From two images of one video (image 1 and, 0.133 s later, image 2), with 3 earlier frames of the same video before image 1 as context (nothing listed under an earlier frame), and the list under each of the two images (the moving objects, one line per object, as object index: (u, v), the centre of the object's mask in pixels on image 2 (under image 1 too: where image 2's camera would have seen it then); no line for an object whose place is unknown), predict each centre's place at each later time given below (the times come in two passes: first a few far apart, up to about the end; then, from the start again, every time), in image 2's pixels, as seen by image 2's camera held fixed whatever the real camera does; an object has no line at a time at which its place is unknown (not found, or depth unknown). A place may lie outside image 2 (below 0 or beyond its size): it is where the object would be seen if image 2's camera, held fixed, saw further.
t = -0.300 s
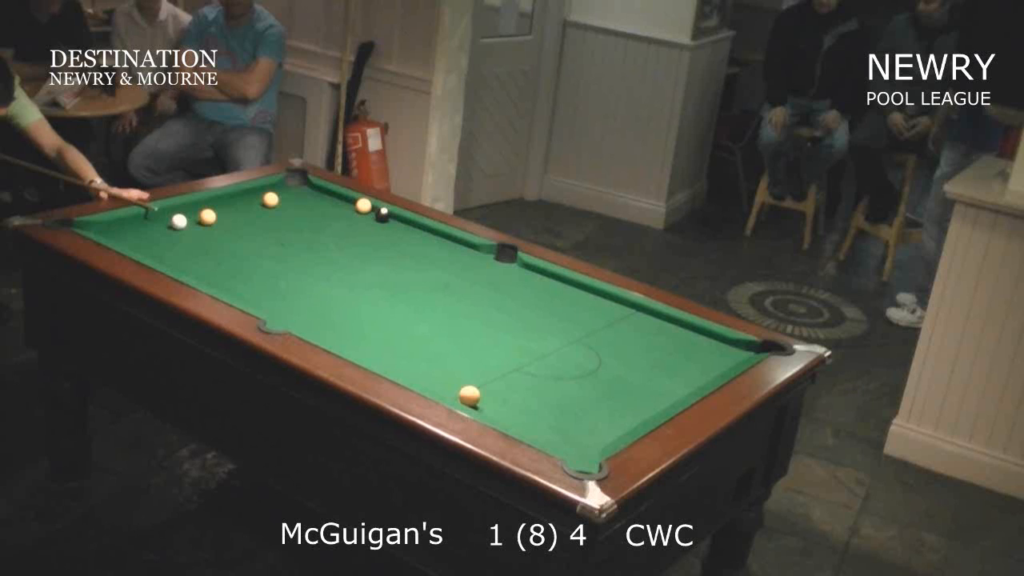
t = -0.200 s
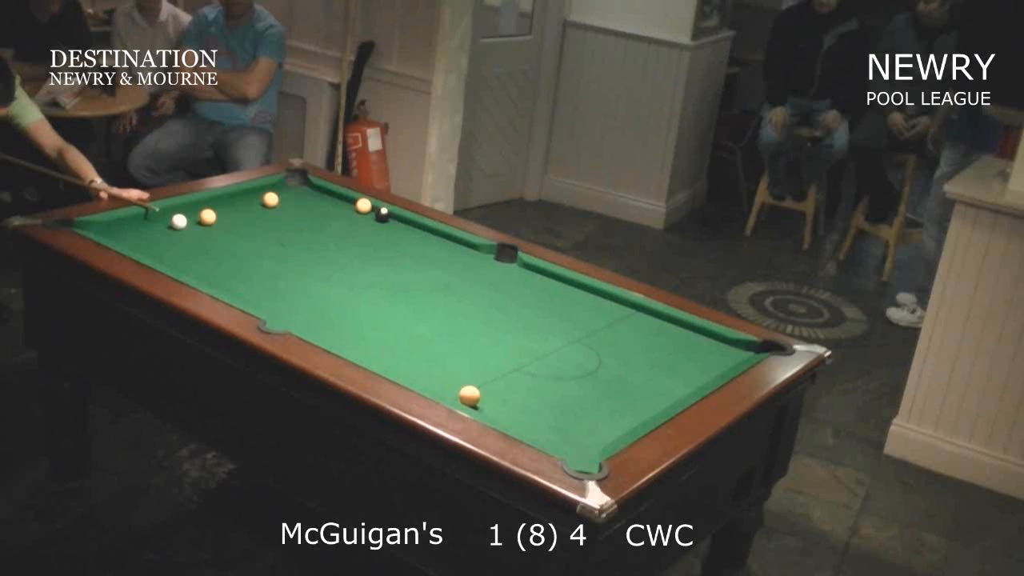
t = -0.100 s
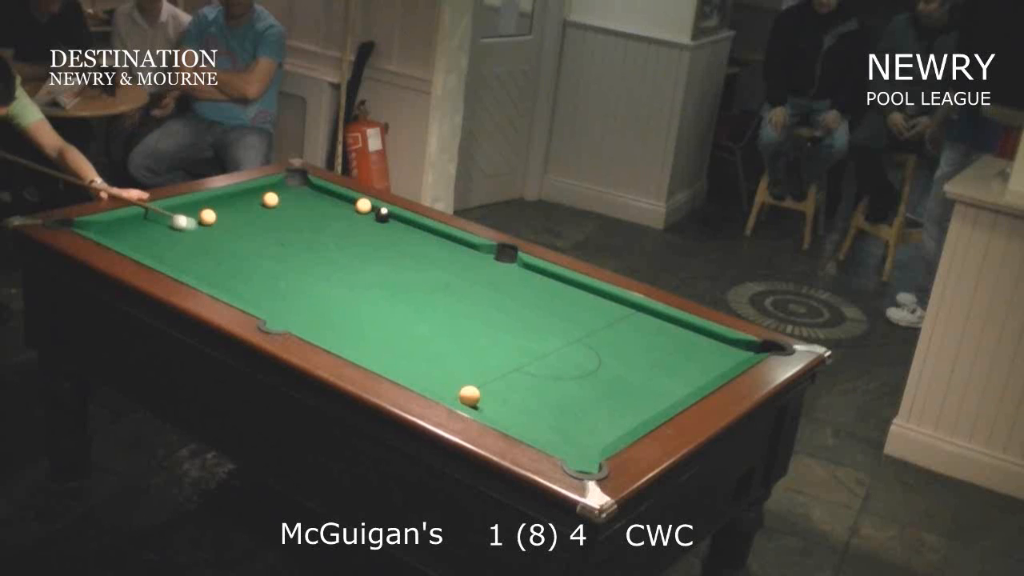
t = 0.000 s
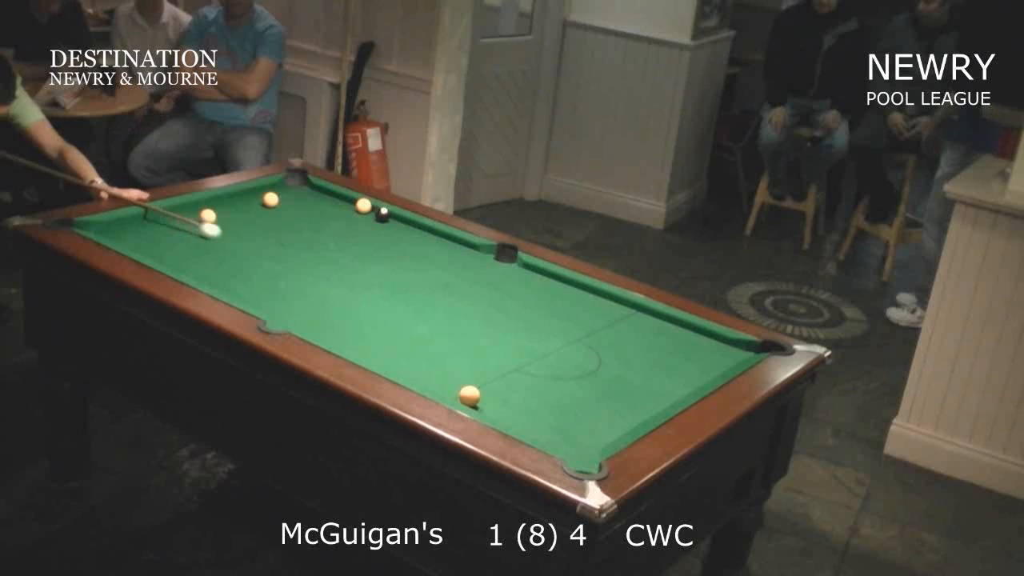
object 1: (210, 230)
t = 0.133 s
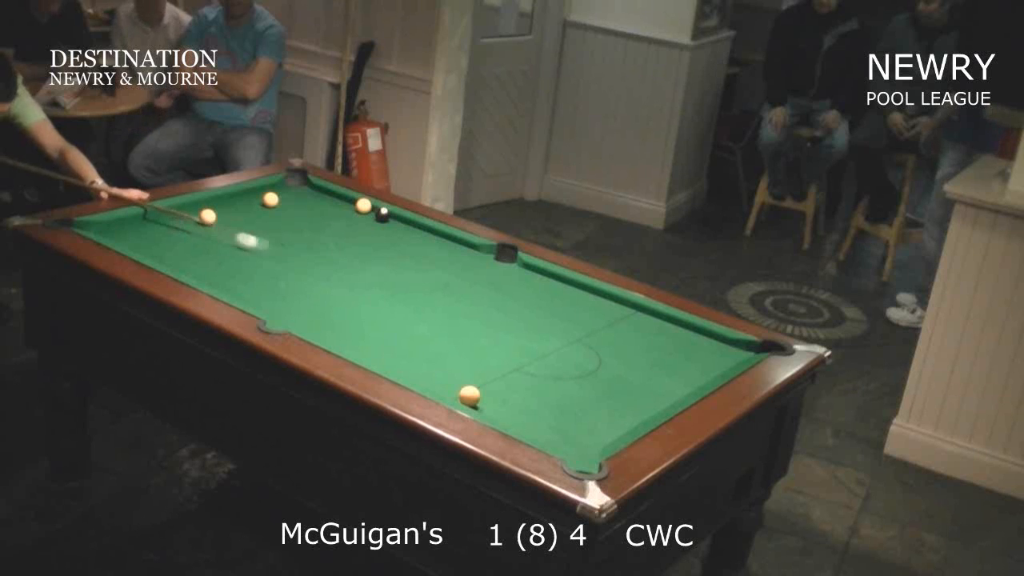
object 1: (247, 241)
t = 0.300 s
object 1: (301, 257)
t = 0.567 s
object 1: (381, 281)
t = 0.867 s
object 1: (485, 311)
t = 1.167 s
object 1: (577, 338)
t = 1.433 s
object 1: (672, 366)
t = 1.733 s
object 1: (672, 358)
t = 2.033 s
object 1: (624, 334)
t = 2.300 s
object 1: (587, 315)
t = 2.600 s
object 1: (551, 296)
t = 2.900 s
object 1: (518, 279)
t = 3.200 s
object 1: (489, 265)
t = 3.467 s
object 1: (465, 252)
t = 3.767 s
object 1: (444, 241)
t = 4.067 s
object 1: (423, 230)
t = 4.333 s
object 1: (407, 222)
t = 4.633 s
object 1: (392, 219)
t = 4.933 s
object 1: (390, 218)
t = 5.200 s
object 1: (390, 218)
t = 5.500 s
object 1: (390, 219)
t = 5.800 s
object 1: (390, 219)
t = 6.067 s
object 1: (390, 219)
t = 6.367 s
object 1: (390, 219)
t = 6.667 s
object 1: (390, 218)
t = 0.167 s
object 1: (256, 244)
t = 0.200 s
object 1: (269, 248)
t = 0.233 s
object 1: (281, 251)
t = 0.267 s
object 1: (293, 255)
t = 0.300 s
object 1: (301, 257)
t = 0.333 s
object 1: (307, 258)
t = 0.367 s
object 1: (318, 262)
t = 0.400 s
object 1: (331, 266)
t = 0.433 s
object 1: (344, 270)
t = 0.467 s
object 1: (356, 274)
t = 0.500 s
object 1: (363, 275)
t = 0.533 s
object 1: (371, 277)
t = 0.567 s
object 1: (381, 281)
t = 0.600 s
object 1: (394, 285)
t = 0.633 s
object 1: (407, 288)
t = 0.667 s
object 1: (420, 292)
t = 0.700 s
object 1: (426, 293)
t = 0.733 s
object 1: (435, 297)
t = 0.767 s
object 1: (446, 300)
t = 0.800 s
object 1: (459, 304)
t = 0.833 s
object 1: (472, 307)
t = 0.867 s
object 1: (485, 311)
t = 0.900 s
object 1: (492, 313)
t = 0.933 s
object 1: (499, 315)
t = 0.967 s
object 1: (511, 319)
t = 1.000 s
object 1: (524, 323)
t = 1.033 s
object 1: (538, 327)
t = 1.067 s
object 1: (551, 330)
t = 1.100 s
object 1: (558, 332)
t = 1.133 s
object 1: (566, 335)
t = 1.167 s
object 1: (577, 338)
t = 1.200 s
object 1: (591, 342)
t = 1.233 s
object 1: (604, 346)
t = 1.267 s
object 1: (618, 350)
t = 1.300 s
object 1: (625, 352)
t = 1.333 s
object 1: (636, 355)
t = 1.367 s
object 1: (645, 358)
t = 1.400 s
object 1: (659, 362)
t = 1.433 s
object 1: (672, 366)
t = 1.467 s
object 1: (686, 370)
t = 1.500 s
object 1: (692, 371)
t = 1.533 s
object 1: (699, 373)
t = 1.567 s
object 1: (701, 373)
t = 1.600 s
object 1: (695, 370)
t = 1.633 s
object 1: (688, 367)
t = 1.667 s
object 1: (681, 363)
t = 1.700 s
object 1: (676, 361)
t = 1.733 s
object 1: (672, 358)
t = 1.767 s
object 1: (667, 356)
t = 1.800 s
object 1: (661, 353)
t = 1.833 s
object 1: (655, 350)
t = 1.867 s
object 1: (648, 347)
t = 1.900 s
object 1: (645, 344)
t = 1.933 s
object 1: (640, 342)
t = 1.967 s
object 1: (636, 340)
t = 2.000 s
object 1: (630, 337)
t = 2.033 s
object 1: (624, 334)
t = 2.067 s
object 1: (619, 331)
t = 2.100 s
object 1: (615, 329)
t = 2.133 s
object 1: (611, 327)
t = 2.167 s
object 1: (607, 325)
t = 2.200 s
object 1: (602, 322)
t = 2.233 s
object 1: (596, 320)
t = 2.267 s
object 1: (591, 317)
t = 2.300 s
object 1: (587, 315)
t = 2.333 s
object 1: (584, 313)
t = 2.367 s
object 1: (580, 311)
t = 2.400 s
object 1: (575, 309)
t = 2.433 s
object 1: (570, 306)
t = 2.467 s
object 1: (566, 304)
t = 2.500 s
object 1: (563, 302)
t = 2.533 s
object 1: (560, 301)
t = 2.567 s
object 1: (556, 299)
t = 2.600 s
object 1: (551, 296)
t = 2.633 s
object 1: (547, 294)
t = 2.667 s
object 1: (542, 292)
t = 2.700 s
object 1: (540, 290)
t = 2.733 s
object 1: (537, 289)
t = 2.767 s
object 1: (533, 287)
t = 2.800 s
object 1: (529, 285)
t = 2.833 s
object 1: (524, 283)
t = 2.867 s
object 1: (521, 281)
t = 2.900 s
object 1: (518, 279)
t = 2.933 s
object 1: (515, 278)
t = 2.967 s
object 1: (512, 277)
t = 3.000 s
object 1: (508, 274)
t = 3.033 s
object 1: (504, 272)
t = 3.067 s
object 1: (500, 271)
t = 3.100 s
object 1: (497, 269)
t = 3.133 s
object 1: (495, 268)
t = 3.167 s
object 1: (492, 266)
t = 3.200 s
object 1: (489, 265)
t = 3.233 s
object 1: (485, 263)
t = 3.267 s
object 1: (482, 261)
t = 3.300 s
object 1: (480, 260)
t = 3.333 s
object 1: (477, 259)
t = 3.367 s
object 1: (475, 257)
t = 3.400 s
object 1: (471, 256)
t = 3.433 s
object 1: (468, 254)
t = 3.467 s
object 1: (465, 252)
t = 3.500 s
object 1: (463, 251)
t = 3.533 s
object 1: (461, 250)
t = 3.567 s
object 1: (458, 249)
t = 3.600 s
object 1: (455, 247)
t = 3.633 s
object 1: (452, 246)
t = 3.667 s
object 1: (449, 244)
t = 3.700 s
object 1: (447, 243)
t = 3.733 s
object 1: (446, 242)
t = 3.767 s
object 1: (444, 241)
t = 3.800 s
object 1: (441, 239)
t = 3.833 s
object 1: (438, 238)
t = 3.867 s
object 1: (435, 237)
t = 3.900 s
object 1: (434, 236)
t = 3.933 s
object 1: (432, 235)
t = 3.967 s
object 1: (430, 233)
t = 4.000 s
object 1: (427, 232)
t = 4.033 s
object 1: (425, 231)
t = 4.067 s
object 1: (423, 230)
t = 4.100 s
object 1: (421, 229)
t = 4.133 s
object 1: (419, 228)
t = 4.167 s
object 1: (418, 227)
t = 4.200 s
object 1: (415, 226)
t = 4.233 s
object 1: (413, 224)
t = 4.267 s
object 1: (410, 224)
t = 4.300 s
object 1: (408, 223)
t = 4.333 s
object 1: (407, 222)
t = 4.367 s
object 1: (404, 222)
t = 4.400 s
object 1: (402, 221)
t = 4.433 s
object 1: (399, 220)
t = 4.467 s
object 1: (397, 219)
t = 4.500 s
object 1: (395, 219)
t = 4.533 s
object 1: (394, 219)
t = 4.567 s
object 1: (393, 219)
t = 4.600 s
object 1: (392, 219)
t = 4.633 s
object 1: (392, 219)
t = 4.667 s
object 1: (392, 219)
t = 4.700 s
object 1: (391, 219)
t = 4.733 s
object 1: (391, 219)
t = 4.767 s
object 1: (391, 219)
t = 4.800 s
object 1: (391, 218)
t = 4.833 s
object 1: (390, 218)
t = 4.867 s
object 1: (390, 218)
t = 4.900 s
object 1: (390, 218)
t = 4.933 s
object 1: (390, 218)
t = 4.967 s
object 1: (390, 219)
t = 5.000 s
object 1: (390, 219)
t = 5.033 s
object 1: (390, 218)
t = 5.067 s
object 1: (390, 218)
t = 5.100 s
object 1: (390, 218)
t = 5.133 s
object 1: (390, 218)
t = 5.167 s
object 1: (390, 218)
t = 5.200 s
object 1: (390, 218)
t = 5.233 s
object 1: (390, 218)
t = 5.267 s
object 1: (390, 218)
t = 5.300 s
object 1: (390, 218)
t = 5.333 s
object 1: (390, 218)
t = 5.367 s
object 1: (390, 218)
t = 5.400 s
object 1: (390, 218)
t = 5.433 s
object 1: (390, 219)
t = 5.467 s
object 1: (390, 219)
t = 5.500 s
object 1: (390, 219)
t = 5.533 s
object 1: (390, 219)
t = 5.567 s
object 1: (390, 219)
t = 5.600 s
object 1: (390, 219)
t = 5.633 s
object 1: (390, 219)
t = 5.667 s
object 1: (390, 219)
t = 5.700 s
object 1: (390, 219)
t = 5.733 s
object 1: (390, 219)
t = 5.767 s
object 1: (390, 219)
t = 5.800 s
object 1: (390, 219)
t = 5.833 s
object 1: (390, 219)
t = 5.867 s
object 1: (390, 219)
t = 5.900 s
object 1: (390, 219)
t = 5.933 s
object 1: (390, 219)
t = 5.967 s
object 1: (390, 219)
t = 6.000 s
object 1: (390, 219)
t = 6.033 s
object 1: (390, 219)
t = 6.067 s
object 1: (390, 219)
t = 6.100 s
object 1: (390, 219)
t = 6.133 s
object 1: (390, 219)
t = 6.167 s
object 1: (390, 219)
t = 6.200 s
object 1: (390, 219)
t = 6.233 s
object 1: (390, 219)
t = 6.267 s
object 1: (390, 219)
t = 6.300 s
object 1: (390, 219)
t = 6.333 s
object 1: (390, 219)
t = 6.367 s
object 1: (390, 219)
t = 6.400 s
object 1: (390, 219)
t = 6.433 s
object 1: (390, 219)
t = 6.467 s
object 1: (390, 218)
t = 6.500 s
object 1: (390, 219)
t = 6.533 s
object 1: (390, 219)
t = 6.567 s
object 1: (390, 219)
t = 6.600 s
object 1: (391, 218)
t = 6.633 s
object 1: (390, 218)
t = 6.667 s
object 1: (390, 218)
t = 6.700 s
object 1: (390, 218)
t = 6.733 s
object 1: (390, 218)
